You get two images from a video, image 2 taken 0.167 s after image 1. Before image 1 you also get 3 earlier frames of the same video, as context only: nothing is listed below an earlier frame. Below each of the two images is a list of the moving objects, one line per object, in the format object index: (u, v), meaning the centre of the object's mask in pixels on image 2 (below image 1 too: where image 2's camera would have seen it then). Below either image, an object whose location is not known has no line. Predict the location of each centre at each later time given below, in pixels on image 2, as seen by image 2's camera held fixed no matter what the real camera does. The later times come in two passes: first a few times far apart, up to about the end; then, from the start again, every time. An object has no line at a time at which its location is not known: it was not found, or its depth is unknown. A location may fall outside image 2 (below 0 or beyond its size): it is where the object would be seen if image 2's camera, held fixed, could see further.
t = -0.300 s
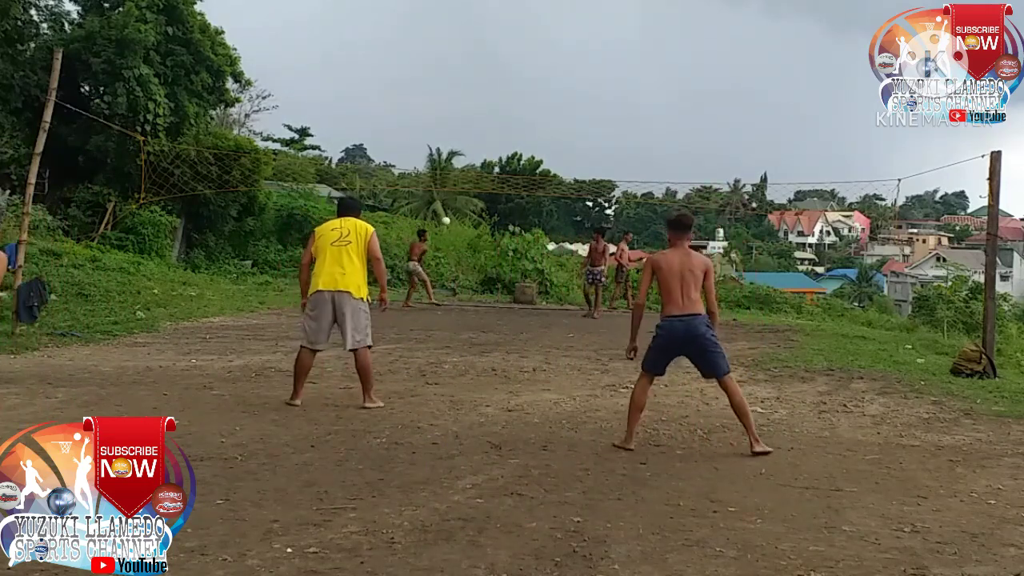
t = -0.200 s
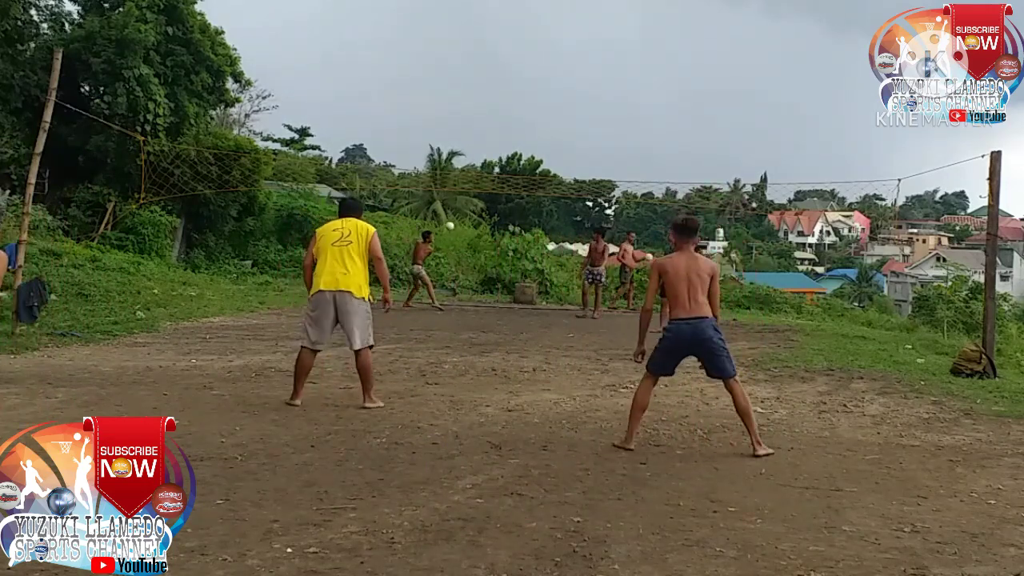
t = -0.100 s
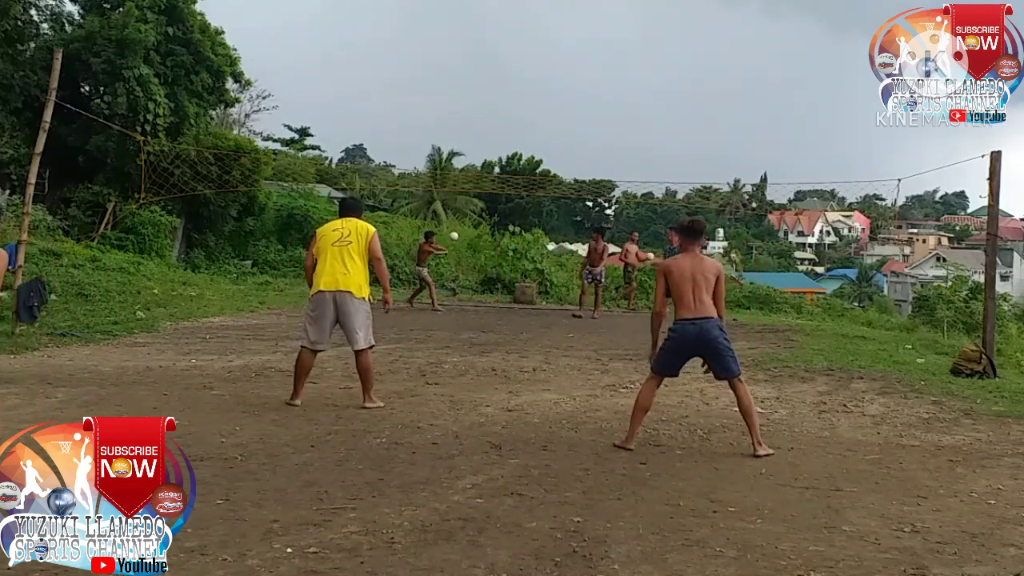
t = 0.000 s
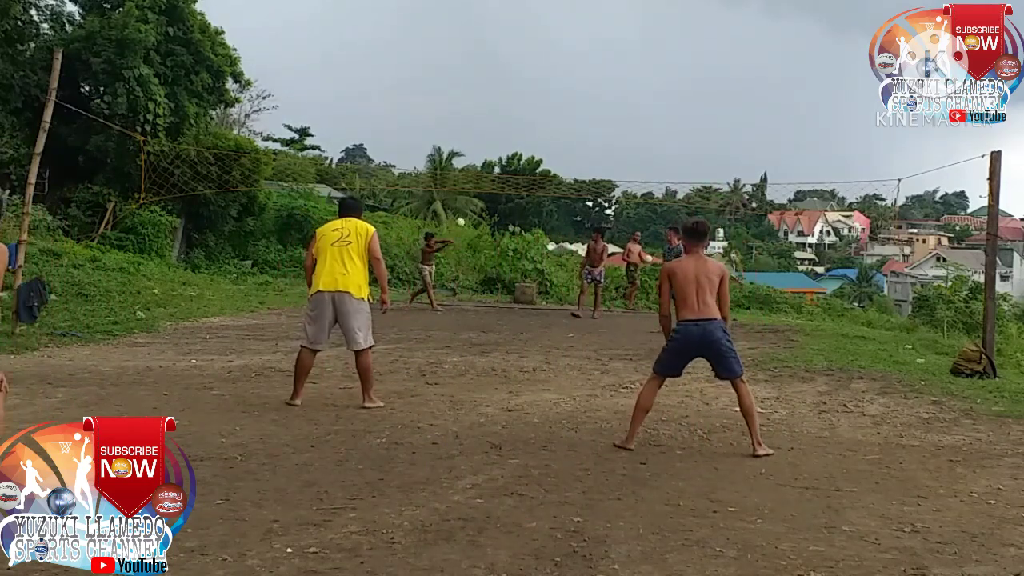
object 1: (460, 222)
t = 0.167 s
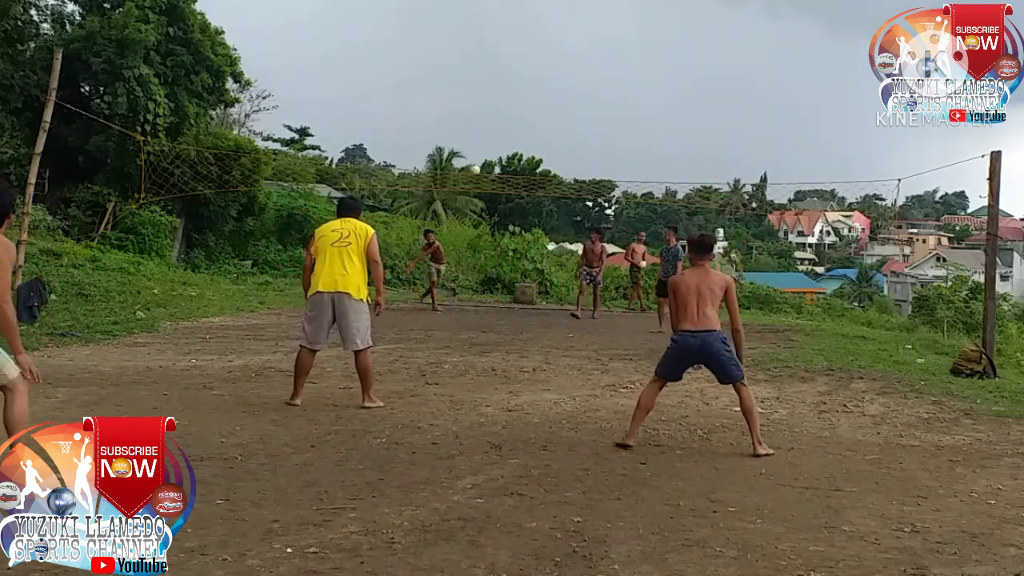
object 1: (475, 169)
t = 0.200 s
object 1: (479, 159)
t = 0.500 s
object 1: (517, 90)
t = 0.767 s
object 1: (561, 71)
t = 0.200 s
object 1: (479, 159)
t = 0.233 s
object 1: (482, 151)
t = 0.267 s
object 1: (486, 142)
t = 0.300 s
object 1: (490, 133)
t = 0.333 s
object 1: (494, 125)
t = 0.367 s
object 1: (498, 117)
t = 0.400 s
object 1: (503, 110)
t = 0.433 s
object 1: (507, 102)
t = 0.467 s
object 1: (512, 95)
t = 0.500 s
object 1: (517, 90)
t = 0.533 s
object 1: (521, 84)
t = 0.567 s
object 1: (526, 79)
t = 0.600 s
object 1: (531, 76)
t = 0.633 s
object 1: (536, 73)
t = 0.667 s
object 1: (542, 71)
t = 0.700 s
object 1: (548, 70)
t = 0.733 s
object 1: (554, 70)
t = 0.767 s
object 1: (561, 71)
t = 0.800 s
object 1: (567, 74)
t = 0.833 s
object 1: (575, 78)
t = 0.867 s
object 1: (582, 84)
